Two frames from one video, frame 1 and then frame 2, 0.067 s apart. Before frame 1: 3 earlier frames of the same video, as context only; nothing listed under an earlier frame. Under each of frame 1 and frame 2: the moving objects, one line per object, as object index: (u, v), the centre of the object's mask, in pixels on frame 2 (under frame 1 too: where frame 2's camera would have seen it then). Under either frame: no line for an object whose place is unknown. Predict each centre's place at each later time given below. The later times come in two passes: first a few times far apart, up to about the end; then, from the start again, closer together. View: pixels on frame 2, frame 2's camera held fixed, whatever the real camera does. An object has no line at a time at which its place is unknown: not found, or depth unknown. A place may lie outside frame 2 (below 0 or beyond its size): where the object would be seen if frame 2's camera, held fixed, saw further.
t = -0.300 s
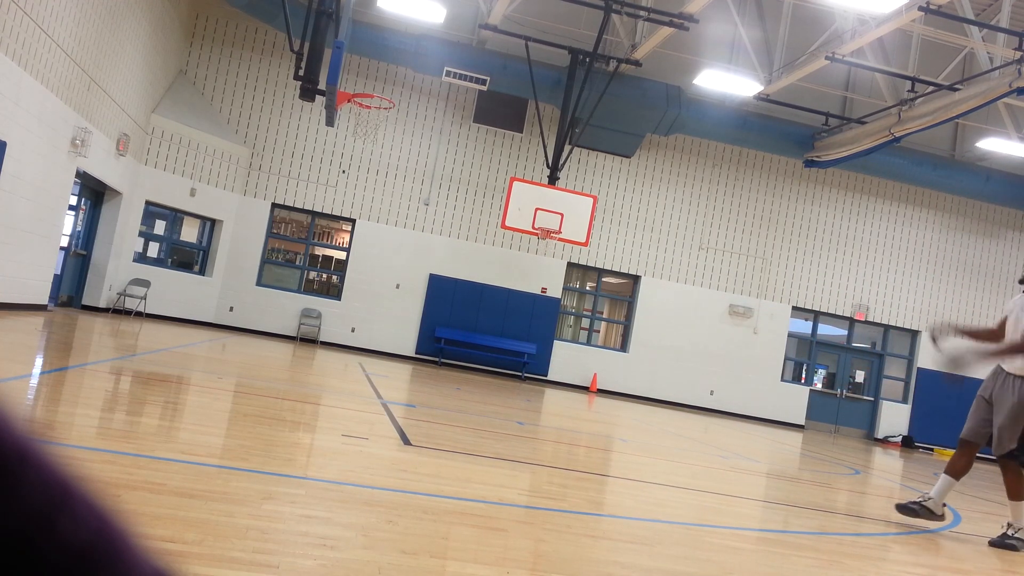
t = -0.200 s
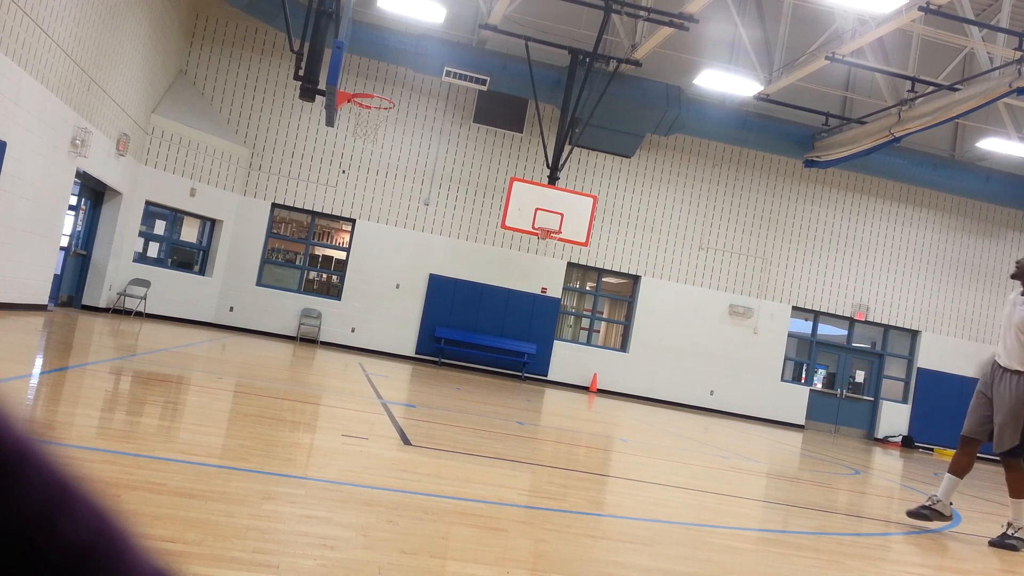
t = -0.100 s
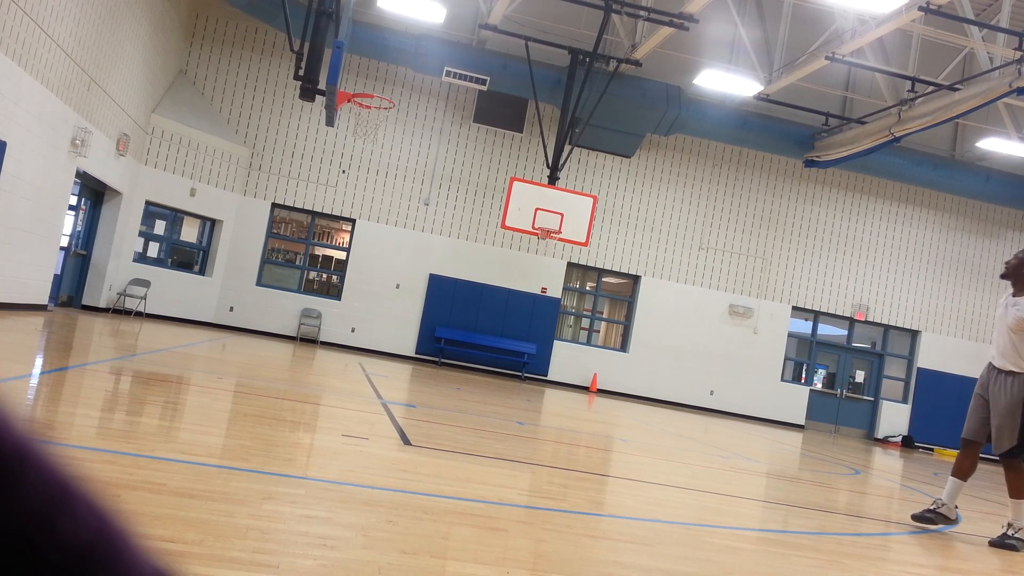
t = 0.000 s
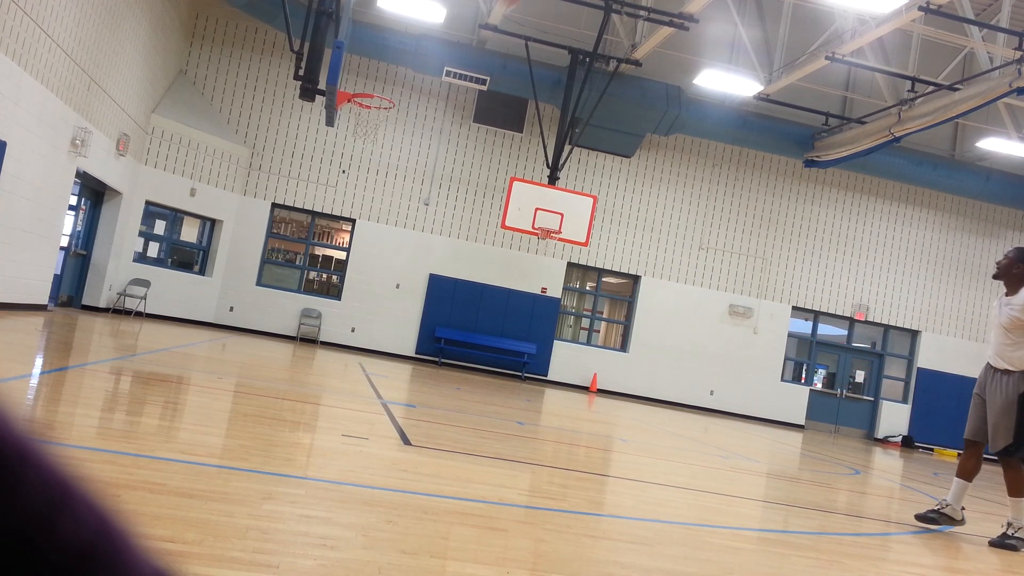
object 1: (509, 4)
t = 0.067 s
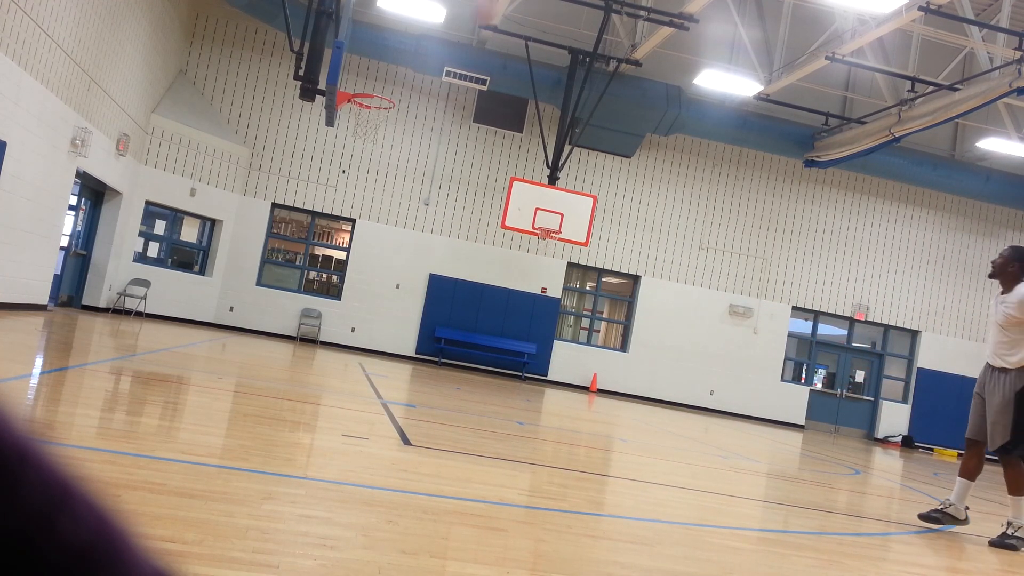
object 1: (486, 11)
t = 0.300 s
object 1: (394, 94)
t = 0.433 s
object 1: (378, 80)
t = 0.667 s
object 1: (352, 87)
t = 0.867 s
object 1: (365, 127)
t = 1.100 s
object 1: (372, 205)
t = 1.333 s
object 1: (369, 324)
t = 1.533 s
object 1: (384, 319)
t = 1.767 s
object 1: (408, 261)
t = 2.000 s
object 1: (424, 244)
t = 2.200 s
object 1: (431, 260)
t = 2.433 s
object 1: (432, 310)
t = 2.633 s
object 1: (431, 366)
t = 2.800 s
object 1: (442, 327)
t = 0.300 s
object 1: (394, 94)
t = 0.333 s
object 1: (390, 89)
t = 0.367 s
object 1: (387, 86)
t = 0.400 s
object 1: (382, 83)
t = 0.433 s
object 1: (378, 80)
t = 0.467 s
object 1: (374, 79)
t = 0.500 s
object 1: (369, 79)
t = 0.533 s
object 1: (365, 79)
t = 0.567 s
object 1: (360, 81)
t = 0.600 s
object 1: (356, 83)
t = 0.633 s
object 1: (352, 85)
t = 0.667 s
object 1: (352, 87)
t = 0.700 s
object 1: (354, 89)
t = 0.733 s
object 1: (356, 105)
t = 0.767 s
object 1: (357, 108)
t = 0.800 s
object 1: (360, 112)
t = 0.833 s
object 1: (362, 118)
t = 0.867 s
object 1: (365, 127)
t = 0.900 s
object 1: (366, 136)
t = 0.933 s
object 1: (367, 146)
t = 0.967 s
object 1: (369, 155)
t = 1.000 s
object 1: (370, 167)
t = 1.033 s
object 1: (371, 179)
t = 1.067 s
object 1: (371, 191)
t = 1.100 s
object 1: (372, 205)
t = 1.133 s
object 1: (372, 220)
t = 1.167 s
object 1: (372, 236)
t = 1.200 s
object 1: (372, 251)
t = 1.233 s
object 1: (372, 268)
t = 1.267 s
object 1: (371, 286)
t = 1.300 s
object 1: (371, 304)
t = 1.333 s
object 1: (369, 324)
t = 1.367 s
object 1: (368, 343)
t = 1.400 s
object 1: (367, 363)
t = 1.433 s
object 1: (370, 358)
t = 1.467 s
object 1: (376, 343)
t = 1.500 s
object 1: (380, 331)
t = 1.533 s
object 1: (384, 319)
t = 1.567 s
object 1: (388, 308)
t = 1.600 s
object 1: (392, 297)
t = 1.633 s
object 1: (395, 289)
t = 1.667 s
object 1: (399, 280)
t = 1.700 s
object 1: (402, 273)
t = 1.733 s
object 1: (405, 267)
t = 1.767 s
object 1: (408, 261)
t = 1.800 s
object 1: (411, 256)
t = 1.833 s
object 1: (413, 252)
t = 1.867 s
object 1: (416, 248)
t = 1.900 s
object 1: (418, 246)
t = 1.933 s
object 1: (420, 245)
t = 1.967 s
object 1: (422, 244)
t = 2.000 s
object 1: (424, 244)
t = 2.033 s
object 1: (425, 245)
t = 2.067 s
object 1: (427, 246)
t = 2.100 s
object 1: (428, 248)
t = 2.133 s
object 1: (429, 251)
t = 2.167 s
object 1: (430, 255)
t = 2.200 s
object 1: (431, 260)
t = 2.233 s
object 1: (431, 264)
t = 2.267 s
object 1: (432, 271)
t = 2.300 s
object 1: (432, 278)
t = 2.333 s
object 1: (433, 285)
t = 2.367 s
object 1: (433, 292)
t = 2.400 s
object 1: (433, 301)
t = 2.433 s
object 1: (432, 310)
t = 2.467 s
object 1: (432, 321)
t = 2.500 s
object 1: (431, 332)
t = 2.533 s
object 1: (431, 343)
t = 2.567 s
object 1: (430, 354)
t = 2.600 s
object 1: (429, 369)
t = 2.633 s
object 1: (431, 366)
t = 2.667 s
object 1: (434, 355)
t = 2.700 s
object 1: (436, 348)
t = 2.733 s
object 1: (438, 340)
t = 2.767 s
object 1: (440, 333)
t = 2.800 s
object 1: (442, 327)
